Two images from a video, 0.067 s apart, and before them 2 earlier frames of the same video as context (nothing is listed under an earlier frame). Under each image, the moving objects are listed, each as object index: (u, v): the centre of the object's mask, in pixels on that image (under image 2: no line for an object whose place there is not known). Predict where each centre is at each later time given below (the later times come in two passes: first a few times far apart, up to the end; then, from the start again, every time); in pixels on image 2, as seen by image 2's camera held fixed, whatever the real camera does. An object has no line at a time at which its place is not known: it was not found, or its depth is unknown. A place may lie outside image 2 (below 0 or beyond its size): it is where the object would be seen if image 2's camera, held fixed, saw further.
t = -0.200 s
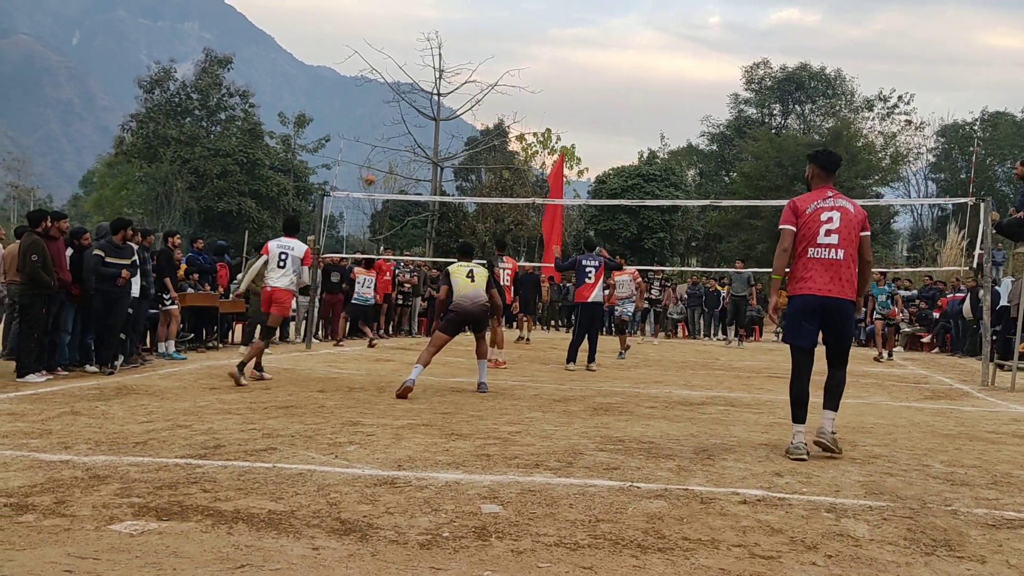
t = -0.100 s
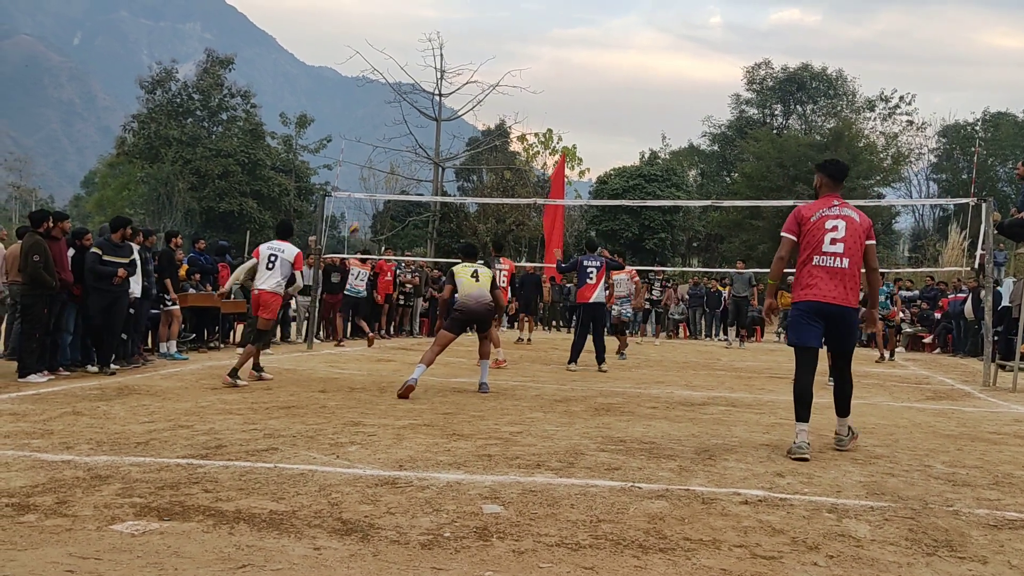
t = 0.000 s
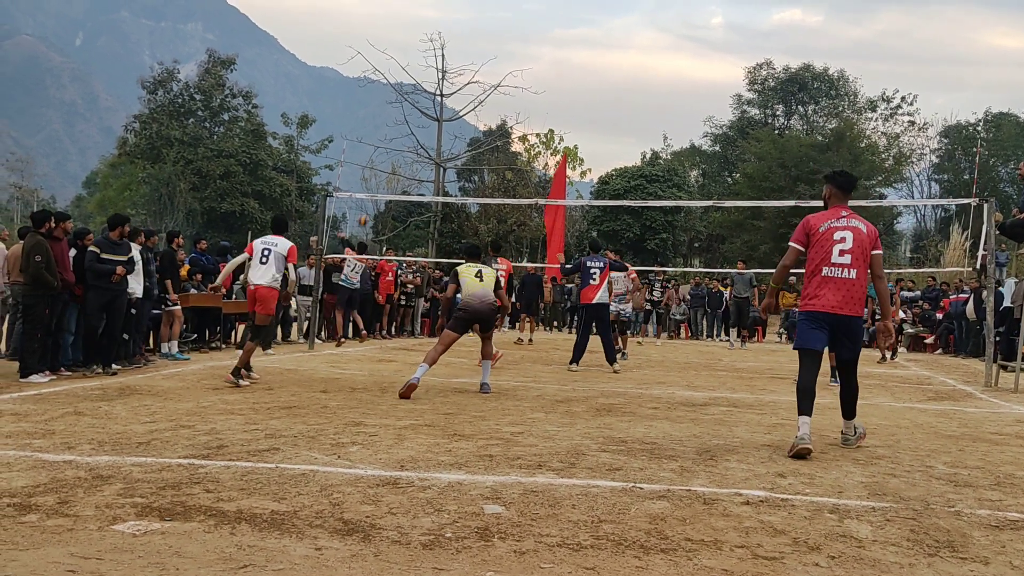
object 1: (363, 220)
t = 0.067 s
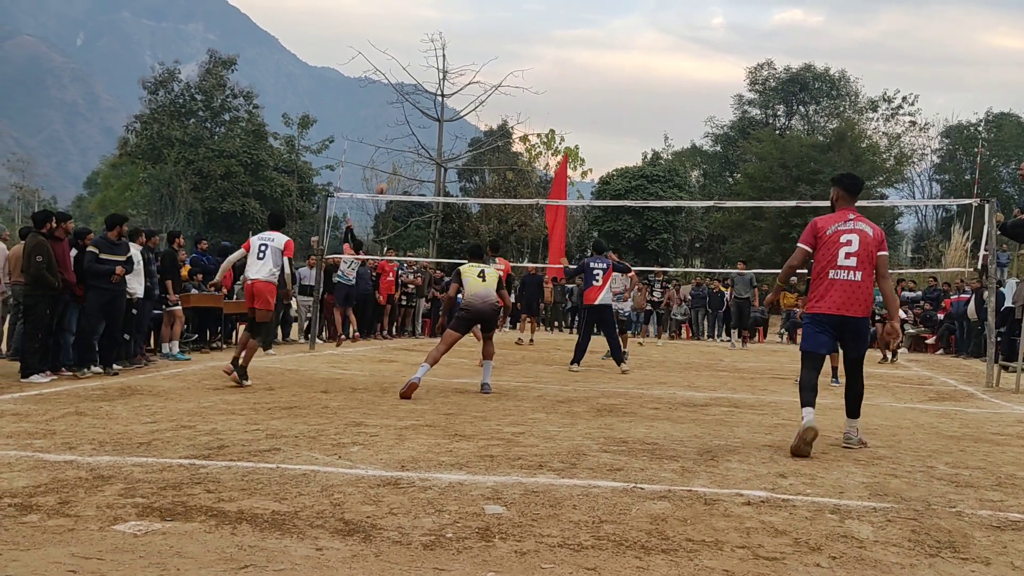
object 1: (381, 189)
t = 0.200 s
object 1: (414, 137)
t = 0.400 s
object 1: (465, 78)
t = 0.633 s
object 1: (523, 39)
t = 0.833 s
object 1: (570, 32)
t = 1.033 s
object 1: (615, 48)
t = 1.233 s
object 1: (658, 86)
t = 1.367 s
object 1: (684, 124)
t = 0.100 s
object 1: (389, 176)
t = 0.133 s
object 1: (398, 163)
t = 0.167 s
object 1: (407, 149)
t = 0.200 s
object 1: (414, 137)
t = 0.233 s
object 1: (423, 126)
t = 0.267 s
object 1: (433, 115)
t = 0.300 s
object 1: (440, 104)
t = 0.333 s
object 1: (449, 95)
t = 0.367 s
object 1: (457, 86)
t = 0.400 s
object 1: (465, 78)
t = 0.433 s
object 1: (474, 70)
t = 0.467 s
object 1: (482, 63)
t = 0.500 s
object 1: (490, 57)
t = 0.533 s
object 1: (498, 52)
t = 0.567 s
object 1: (506, 47)
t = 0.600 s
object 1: (515, 43)
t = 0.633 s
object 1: (523, 39)
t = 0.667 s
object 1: (531, 37)
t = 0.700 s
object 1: (539, 34)
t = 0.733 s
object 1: (547, 33)
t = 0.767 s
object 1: (555, 32)
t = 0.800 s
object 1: (562, 32)
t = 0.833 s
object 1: (570, 32)
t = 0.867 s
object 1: (578, 33)
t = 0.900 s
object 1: (585, 35)
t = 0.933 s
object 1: (593, 37)
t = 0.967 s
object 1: (601, 40)
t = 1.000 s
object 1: (608, 43)
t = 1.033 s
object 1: (615, 48)
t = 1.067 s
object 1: (623, 52)
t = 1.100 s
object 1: (630, 58)
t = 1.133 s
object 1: (637, 64)
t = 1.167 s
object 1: (644, 71)
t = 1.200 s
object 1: (651, 78)
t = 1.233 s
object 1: (658, 86)
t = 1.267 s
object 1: (664, 95)
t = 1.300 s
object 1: (671, 104)
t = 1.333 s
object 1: (677, 114)
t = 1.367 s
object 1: (684, 124)
